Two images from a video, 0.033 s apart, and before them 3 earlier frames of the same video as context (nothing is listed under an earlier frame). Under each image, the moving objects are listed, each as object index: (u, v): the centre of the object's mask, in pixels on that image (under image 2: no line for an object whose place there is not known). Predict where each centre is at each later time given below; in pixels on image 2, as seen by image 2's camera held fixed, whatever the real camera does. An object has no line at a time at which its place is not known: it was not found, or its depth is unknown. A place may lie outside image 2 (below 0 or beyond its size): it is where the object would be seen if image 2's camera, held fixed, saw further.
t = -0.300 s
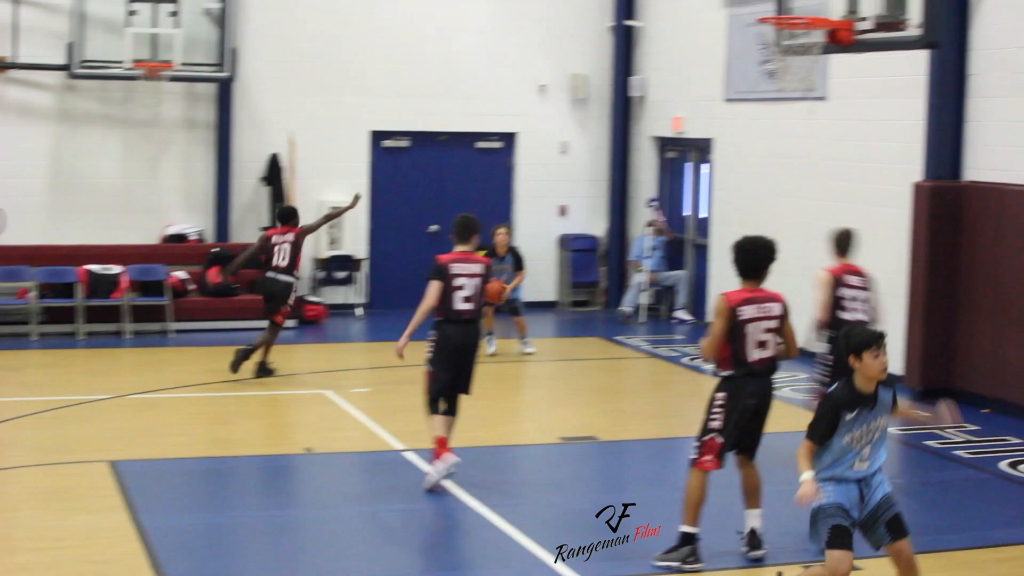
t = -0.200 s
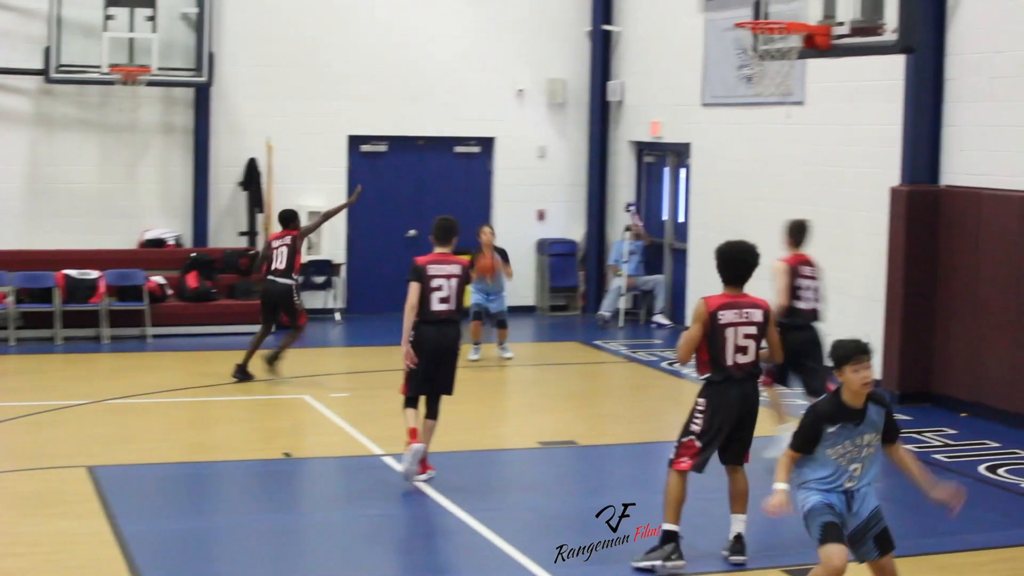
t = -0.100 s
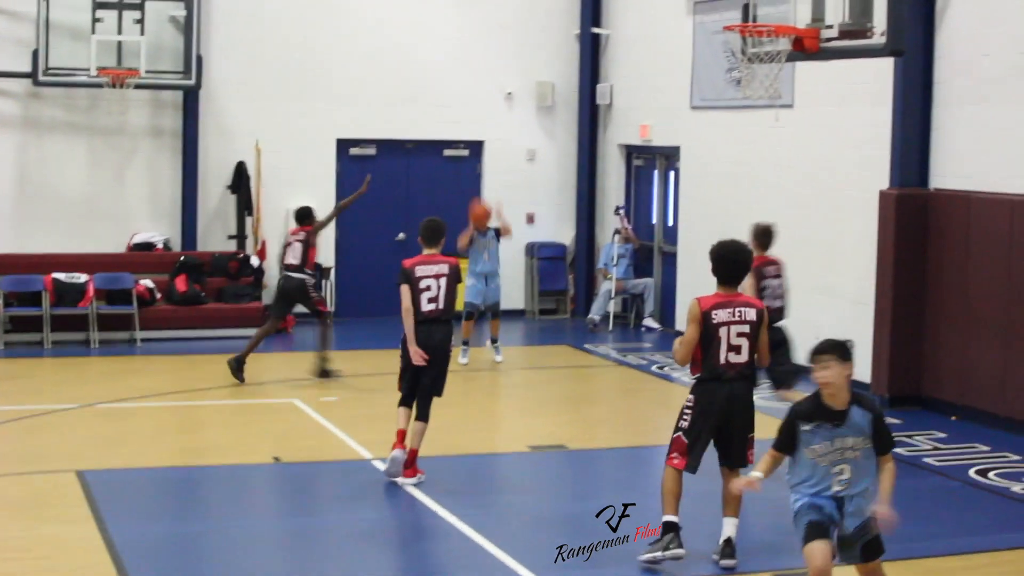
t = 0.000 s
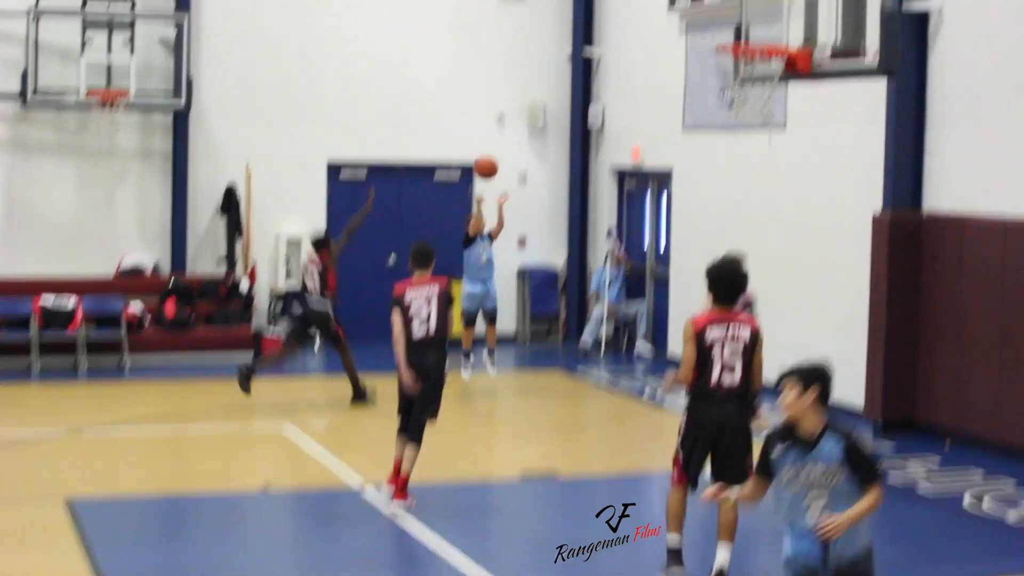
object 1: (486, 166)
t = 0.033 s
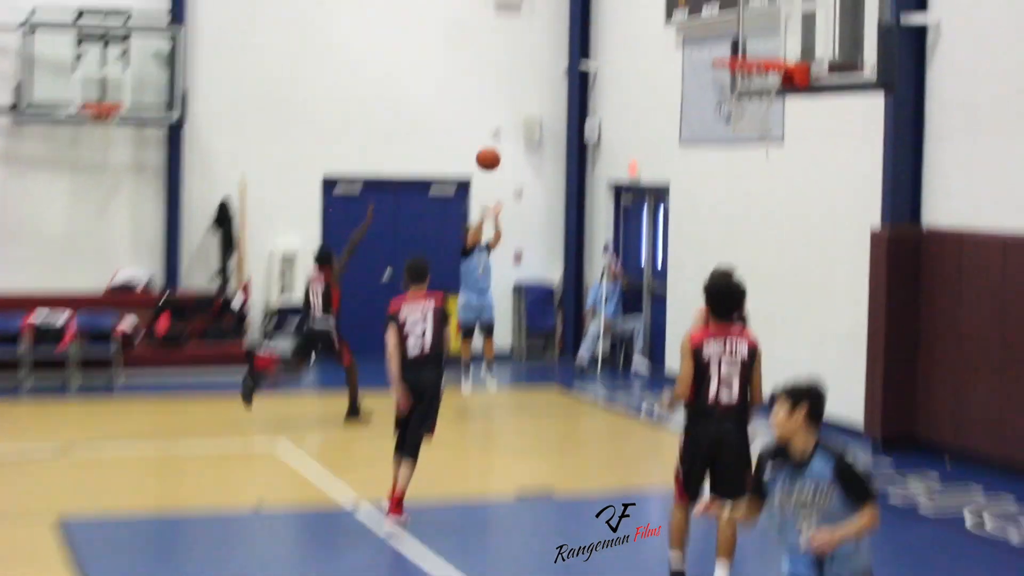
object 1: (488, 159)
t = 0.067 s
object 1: (495, 136)
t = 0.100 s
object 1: (502, 112)
